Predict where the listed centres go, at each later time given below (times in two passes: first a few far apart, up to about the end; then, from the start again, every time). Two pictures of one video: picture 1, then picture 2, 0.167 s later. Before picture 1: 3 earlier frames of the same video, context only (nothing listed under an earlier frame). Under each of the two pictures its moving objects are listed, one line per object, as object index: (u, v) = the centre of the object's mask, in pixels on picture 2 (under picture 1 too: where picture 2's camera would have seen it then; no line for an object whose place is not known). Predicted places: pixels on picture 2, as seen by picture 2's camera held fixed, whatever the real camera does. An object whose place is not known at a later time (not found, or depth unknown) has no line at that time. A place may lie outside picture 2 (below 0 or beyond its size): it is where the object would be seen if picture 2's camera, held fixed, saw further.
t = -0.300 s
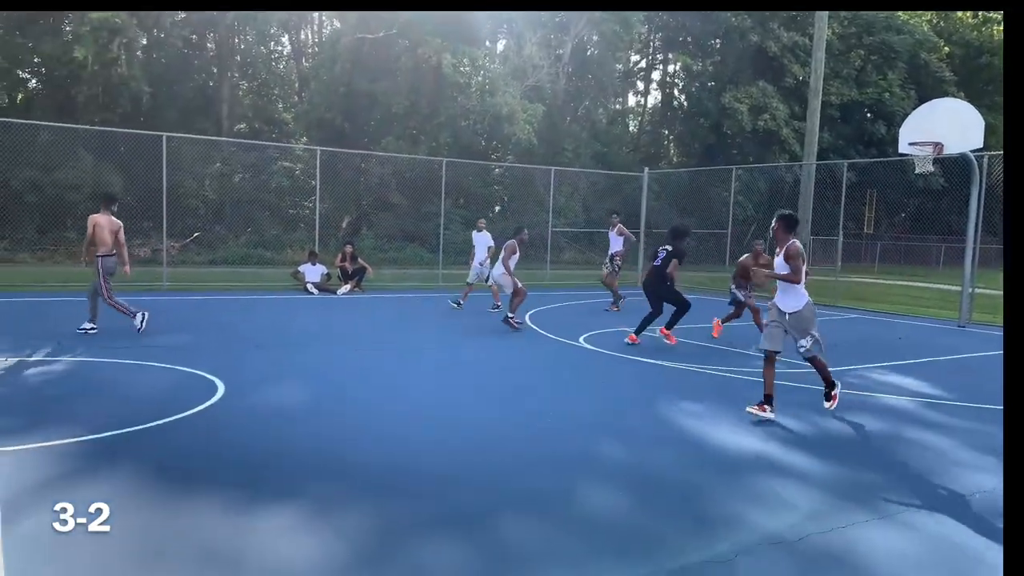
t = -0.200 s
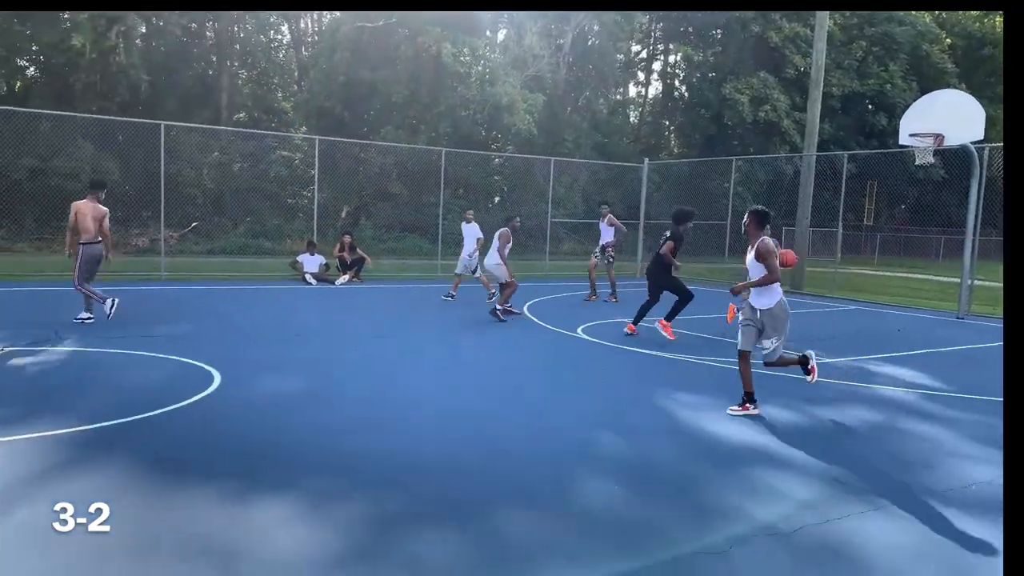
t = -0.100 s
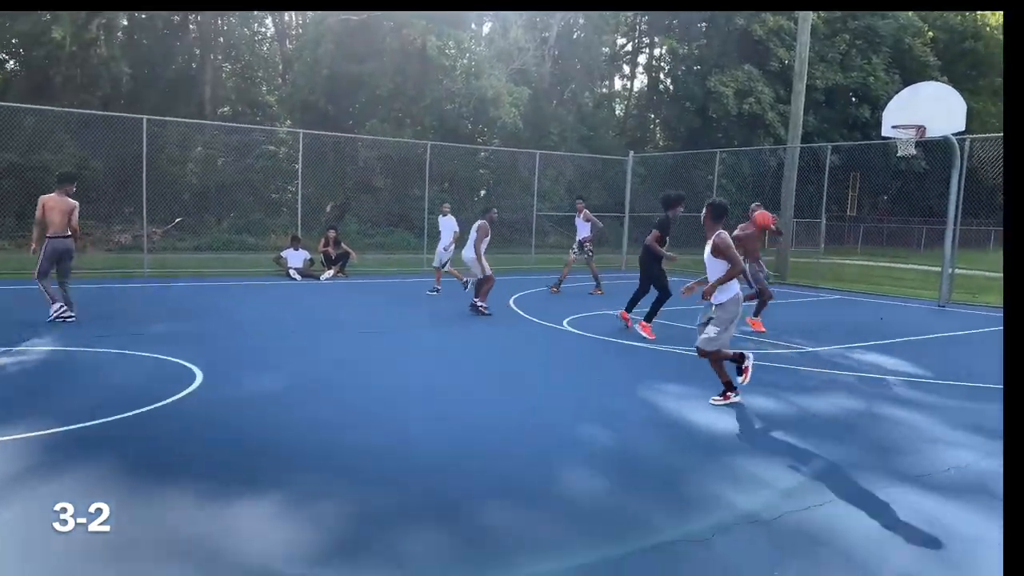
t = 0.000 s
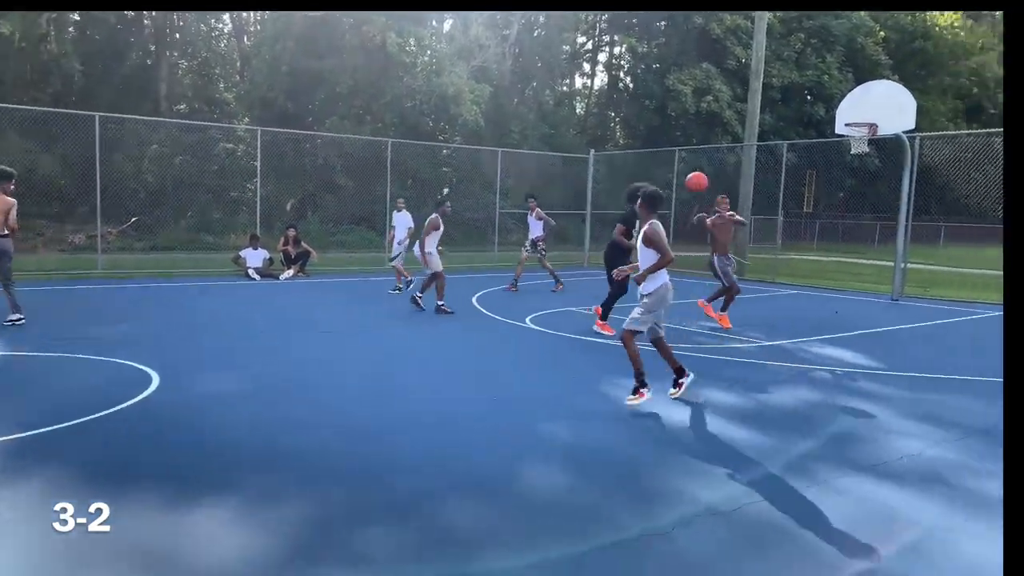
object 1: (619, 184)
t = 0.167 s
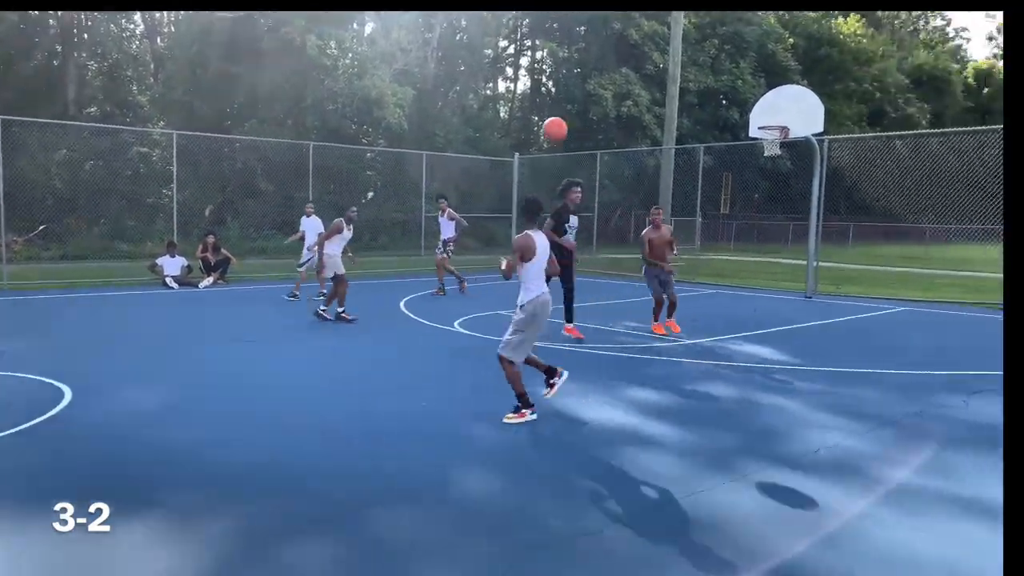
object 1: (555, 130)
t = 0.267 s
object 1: (507, 101)
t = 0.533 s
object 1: (312, 55)
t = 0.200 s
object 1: (540, 119)
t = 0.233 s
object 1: (524, 110)
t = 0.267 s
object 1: (507, 101)
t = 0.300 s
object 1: (488, 92)
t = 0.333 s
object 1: (468, 84)
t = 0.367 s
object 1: (446, 76)
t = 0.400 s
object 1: (424, 70)
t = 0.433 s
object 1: (401, 64)
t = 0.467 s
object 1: (373, 60)
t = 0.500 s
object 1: (346, 56)
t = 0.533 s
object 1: (312, 55)
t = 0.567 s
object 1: (276, 54)
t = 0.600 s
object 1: (237, 56)
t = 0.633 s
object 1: (192, 58)
